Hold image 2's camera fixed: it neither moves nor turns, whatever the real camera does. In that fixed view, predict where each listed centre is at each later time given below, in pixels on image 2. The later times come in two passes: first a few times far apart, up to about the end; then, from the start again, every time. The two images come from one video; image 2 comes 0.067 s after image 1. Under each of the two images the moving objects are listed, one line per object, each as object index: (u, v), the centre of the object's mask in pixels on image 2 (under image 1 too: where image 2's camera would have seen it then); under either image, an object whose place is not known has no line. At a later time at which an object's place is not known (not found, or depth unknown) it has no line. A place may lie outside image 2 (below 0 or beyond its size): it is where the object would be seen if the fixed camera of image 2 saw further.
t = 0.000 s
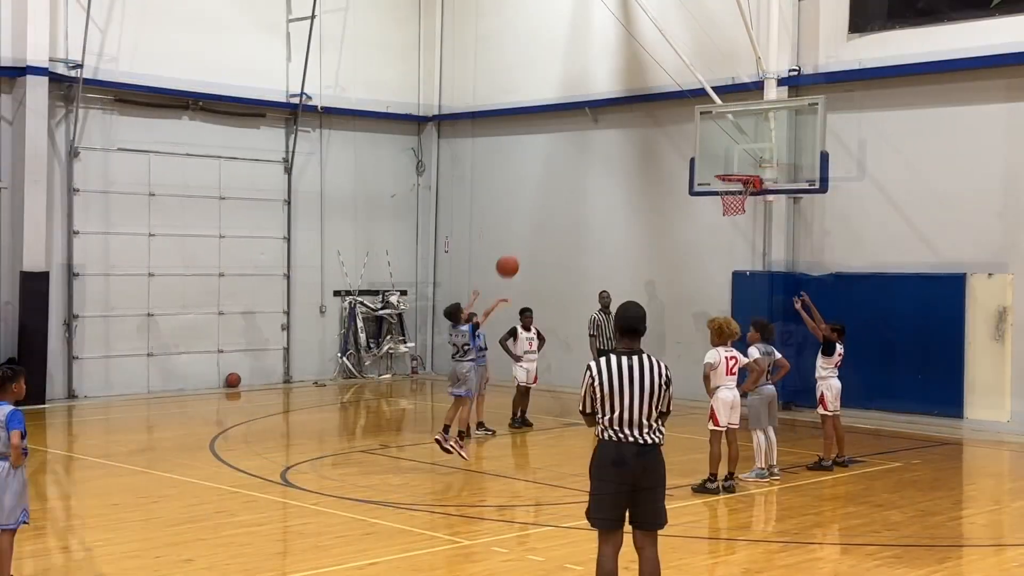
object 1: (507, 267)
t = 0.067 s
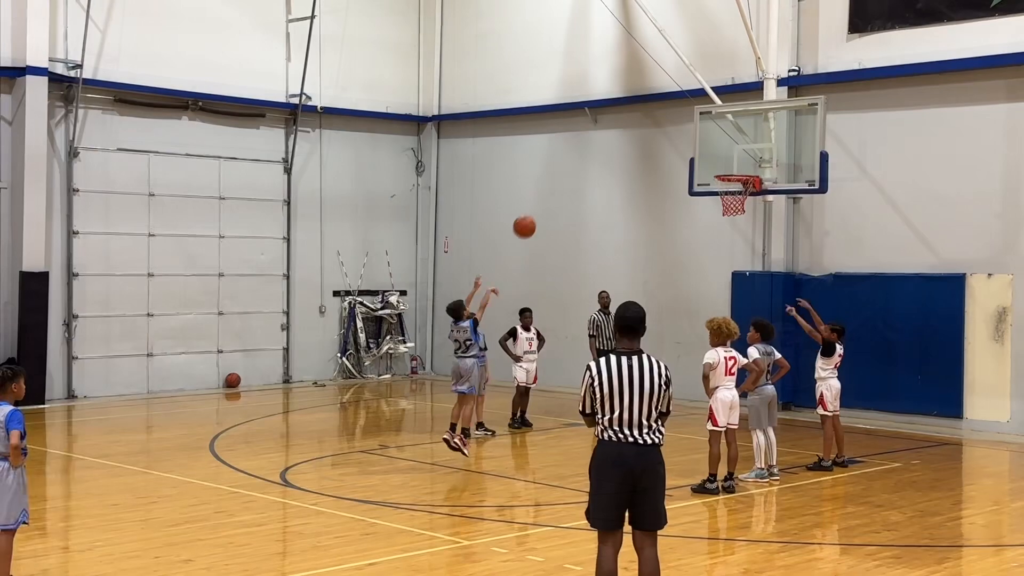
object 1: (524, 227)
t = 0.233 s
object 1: (566, 150)
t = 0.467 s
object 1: (616, 93)
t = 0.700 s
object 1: (665, 84)
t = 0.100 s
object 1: (533, 208)
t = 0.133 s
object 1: (541, 192)
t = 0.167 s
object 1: (549, 177)
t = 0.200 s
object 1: (558, 163)
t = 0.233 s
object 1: (566, 150)
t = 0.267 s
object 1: (574, 138)
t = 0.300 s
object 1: (578, 133)
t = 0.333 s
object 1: (586, 122)
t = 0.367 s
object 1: (593, 114)
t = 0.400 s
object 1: (601, 106)
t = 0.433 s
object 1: (609, 99)
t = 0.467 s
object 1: (616, 93)
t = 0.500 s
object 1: (623, 89)
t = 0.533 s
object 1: (630, 86)
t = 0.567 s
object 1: (638, 83)
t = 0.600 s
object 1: (644, 82)
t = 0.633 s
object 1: (651, 82)
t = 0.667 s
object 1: (658, 83)
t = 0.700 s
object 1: (665, 84)
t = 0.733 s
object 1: (672, 87)
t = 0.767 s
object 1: (678, 91)
